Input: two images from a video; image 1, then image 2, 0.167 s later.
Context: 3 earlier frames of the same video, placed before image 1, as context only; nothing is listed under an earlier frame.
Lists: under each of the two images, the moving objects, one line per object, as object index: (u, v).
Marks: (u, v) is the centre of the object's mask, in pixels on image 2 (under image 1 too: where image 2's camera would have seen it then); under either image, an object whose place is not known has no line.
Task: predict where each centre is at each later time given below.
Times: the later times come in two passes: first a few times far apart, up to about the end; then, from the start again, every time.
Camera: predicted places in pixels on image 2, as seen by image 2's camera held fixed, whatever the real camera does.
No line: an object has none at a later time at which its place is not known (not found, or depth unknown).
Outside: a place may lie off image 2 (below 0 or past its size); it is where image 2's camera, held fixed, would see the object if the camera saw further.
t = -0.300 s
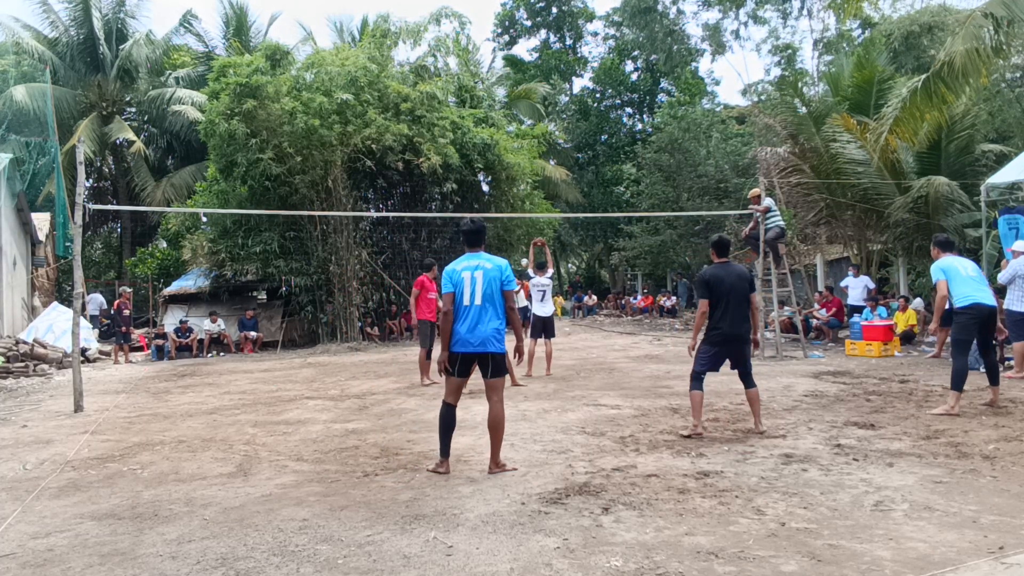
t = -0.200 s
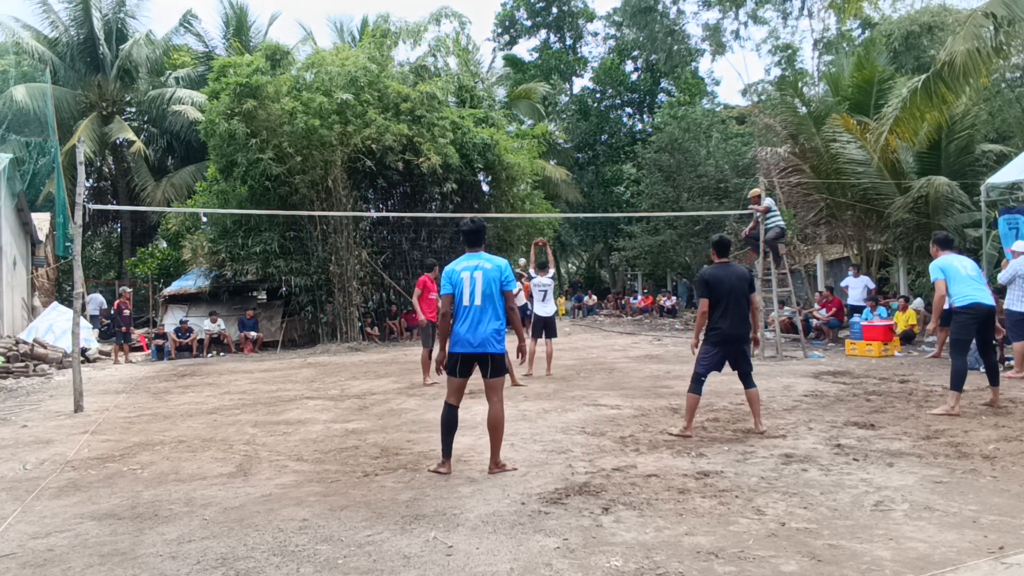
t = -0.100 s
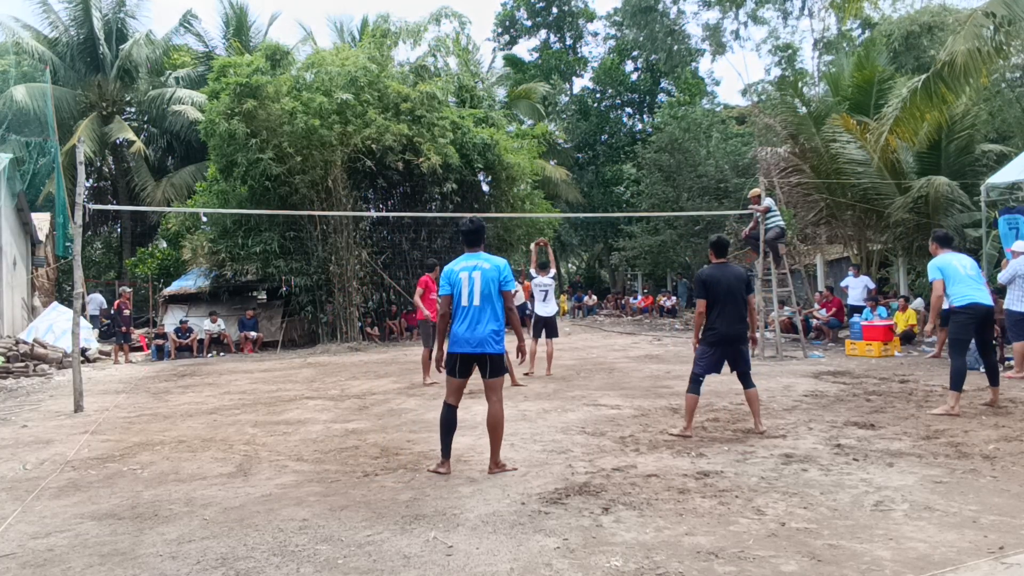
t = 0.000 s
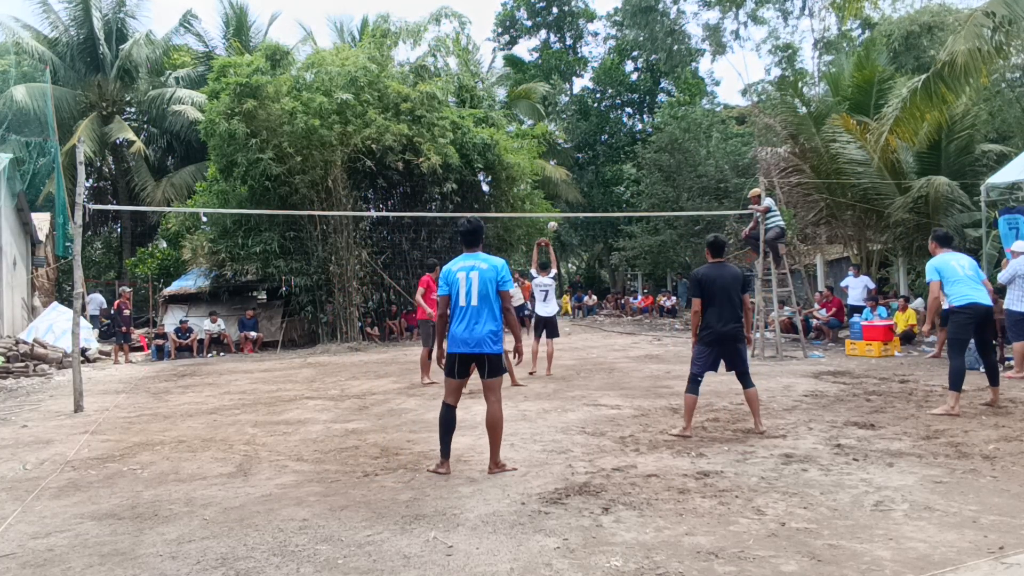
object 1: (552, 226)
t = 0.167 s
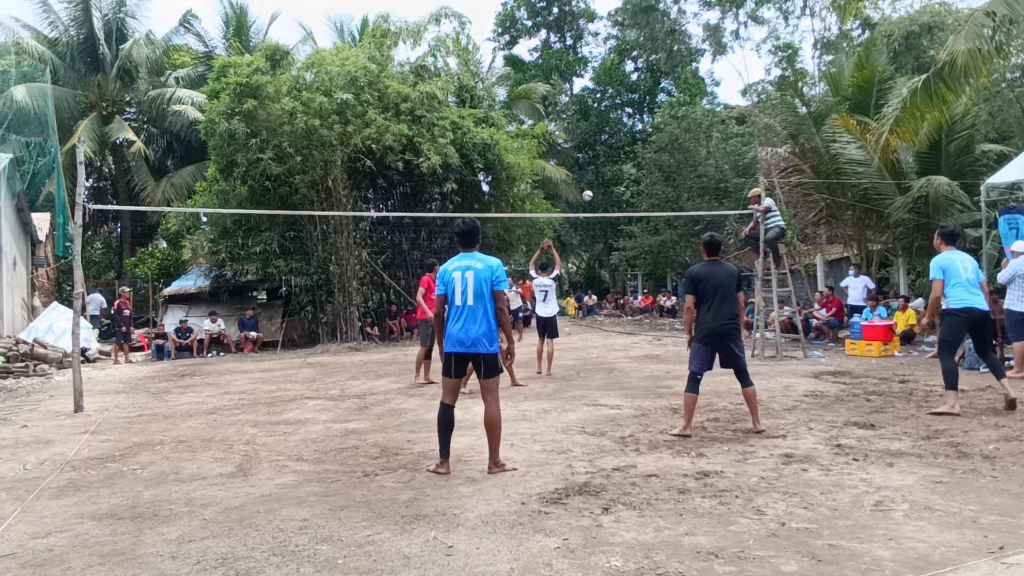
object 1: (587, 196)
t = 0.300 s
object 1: (619, 176)
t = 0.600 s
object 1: (721, 156)
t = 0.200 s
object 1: (594, 190)
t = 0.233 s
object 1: (603, 185)
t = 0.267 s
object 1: (611, 181)
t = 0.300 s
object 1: (619, 176)
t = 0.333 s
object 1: (629, 172)
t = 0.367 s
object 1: (637, 168)
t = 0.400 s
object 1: (647, 164)
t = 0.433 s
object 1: (658, 162)
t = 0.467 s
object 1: (669, 159)
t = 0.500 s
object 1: (681, 158)
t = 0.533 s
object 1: (693, 157)
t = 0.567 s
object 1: (706, 156)
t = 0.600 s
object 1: (721, 156)
